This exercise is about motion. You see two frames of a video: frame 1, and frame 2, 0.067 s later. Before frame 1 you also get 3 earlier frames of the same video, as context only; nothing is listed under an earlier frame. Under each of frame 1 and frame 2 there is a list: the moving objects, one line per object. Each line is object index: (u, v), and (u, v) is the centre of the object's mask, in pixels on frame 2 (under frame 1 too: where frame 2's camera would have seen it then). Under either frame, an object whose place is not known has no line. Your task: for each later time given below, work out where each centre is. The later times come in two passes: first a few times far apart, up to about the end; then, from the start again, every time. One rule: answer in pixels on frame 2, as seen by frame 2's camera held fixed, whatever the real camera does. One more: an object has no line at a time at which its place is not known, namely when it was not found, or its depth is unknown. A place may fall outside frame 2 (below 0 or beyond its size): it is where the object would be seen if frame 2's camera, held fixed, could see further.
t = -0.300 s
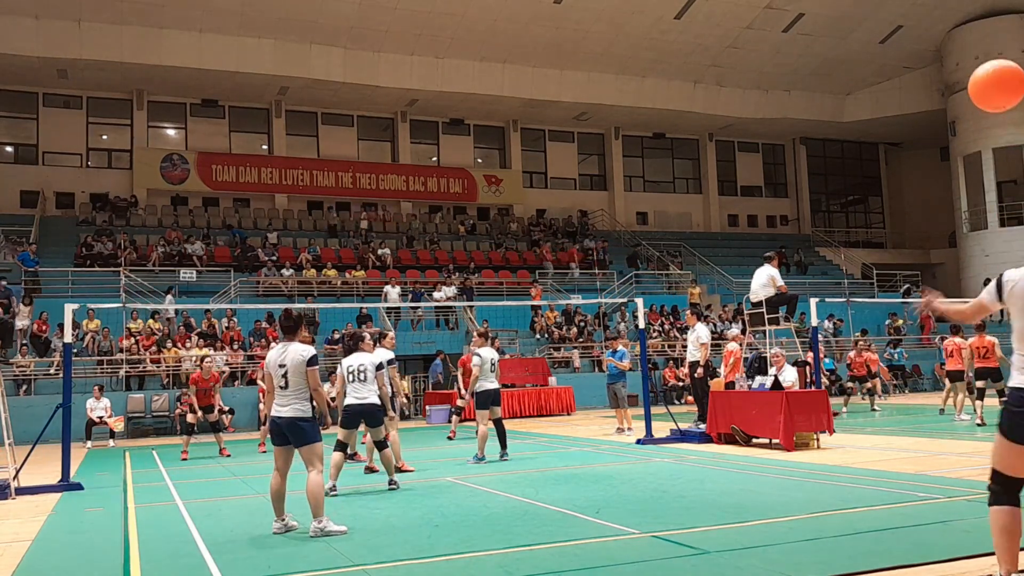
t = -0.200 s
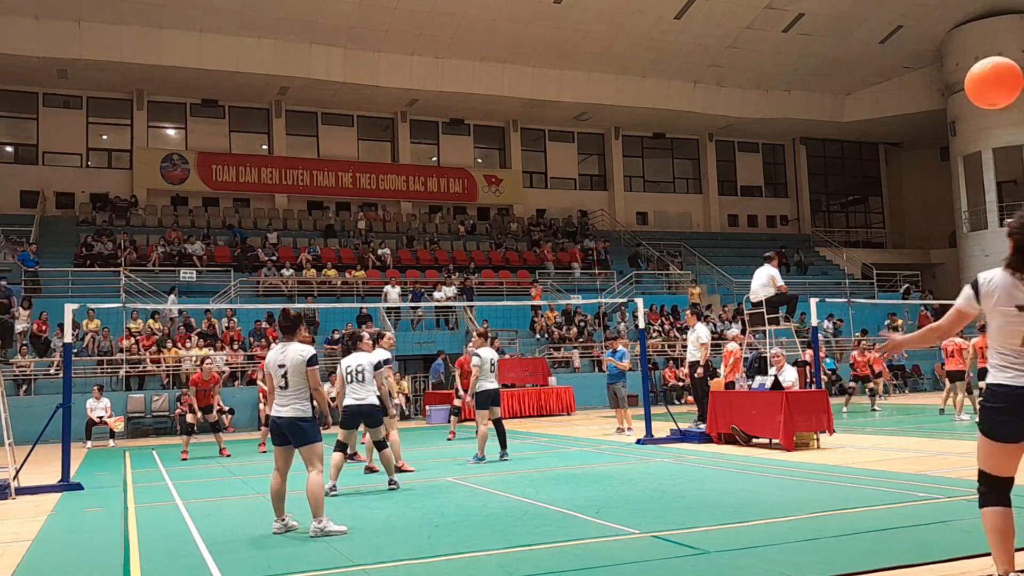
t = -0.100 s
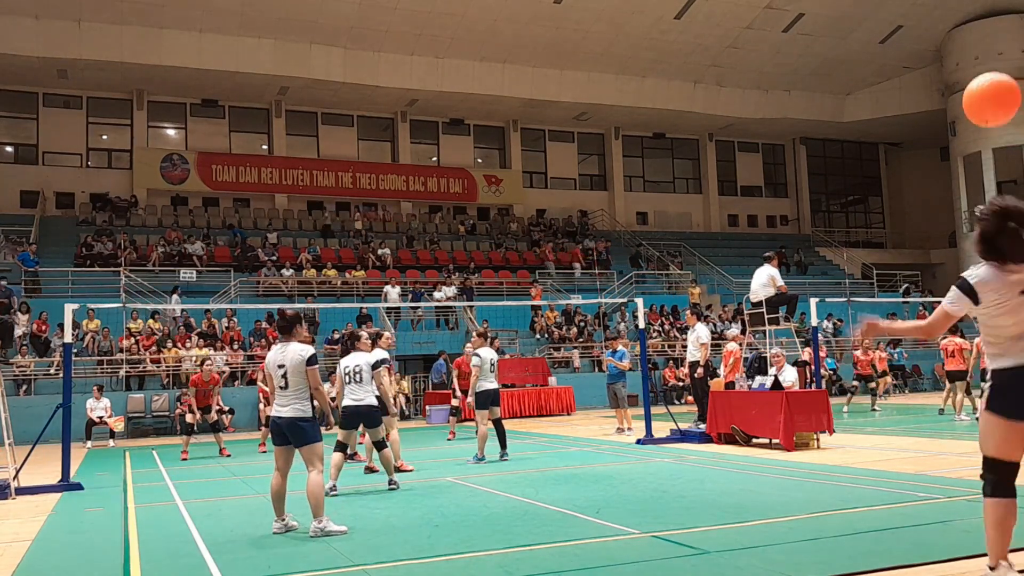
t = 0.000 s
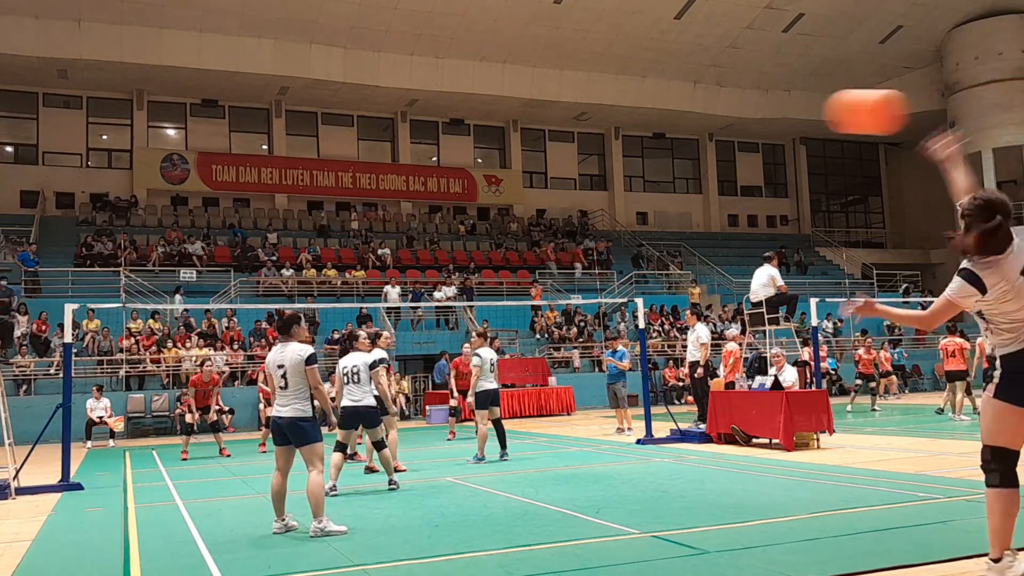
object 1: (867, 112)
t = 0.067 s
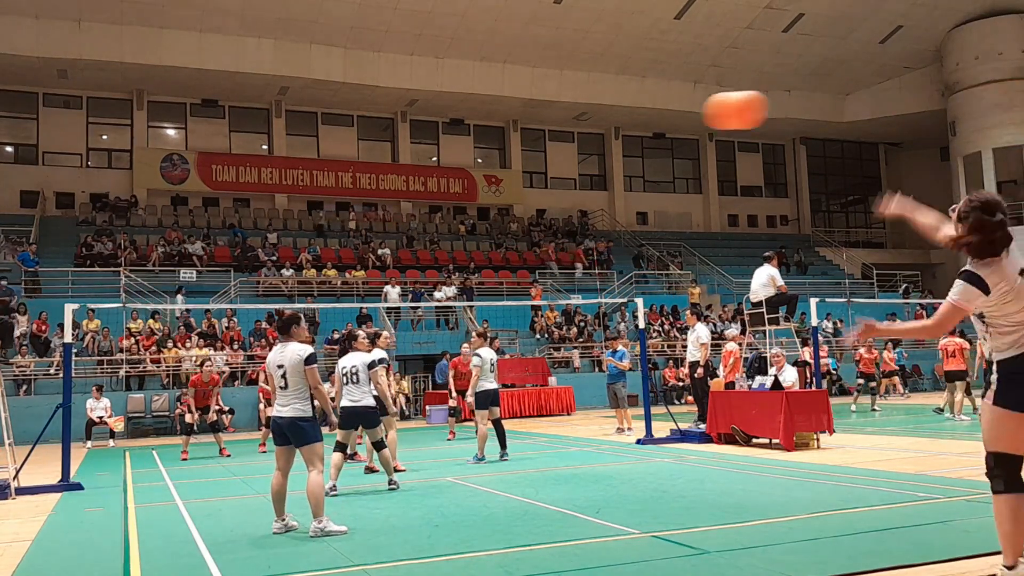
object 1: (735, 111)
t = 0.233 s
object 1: (541, 137)
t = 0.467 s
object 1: (411, 193)
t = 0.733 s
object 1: (342, 272)
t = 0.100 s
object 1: (685, 114)
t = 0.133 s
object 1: (641, 118)
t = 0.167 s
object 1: (604, 124)
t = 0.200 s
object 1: (570, 130)
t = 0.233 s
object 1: (541, 137)
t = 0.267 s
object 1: (515, 144)
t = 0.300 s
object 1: (493, 151)
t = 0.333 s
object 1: (473, 159)
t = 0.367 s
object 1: (455, 167)
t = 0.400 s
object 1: (439, 176)
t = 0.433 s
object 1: (424, 185)
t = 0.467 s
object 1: (411, 193)
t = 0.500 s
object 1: (400, 203)
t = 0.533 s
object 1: (389, 211)
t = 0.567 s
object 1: (379, 220)
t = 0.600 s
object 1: (370, 230)
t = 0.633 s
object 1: (362, 240)
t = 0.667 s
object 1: (355, 251)
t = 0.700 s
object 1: (348, 261)
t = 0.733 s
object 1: (342, 272)
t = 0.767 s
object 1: (336, 283)
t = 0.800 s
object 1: (331, 294)
